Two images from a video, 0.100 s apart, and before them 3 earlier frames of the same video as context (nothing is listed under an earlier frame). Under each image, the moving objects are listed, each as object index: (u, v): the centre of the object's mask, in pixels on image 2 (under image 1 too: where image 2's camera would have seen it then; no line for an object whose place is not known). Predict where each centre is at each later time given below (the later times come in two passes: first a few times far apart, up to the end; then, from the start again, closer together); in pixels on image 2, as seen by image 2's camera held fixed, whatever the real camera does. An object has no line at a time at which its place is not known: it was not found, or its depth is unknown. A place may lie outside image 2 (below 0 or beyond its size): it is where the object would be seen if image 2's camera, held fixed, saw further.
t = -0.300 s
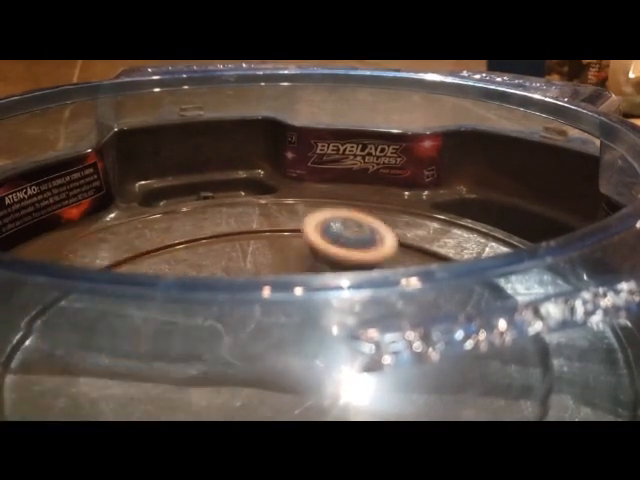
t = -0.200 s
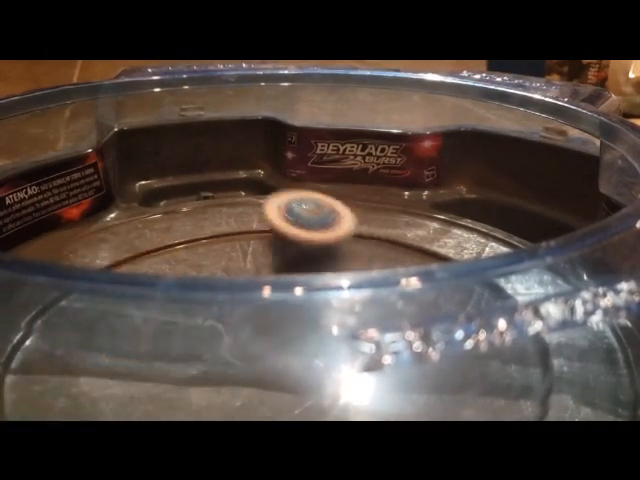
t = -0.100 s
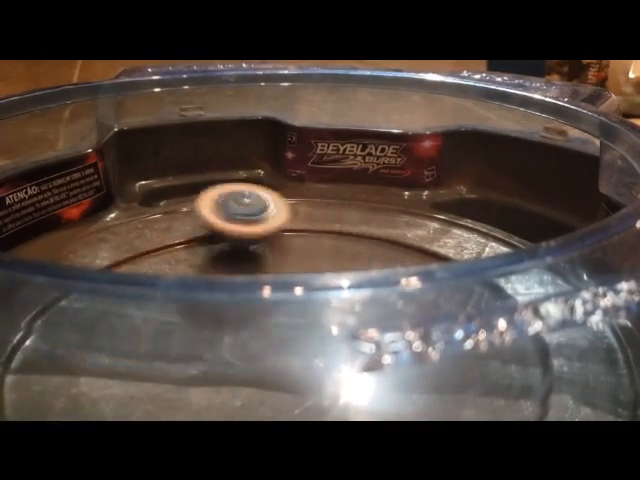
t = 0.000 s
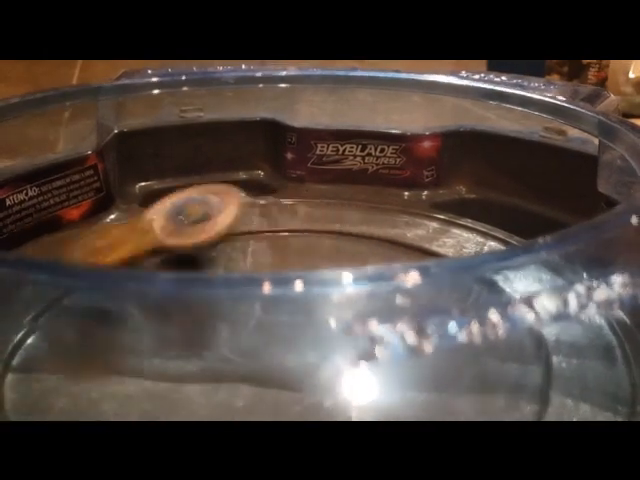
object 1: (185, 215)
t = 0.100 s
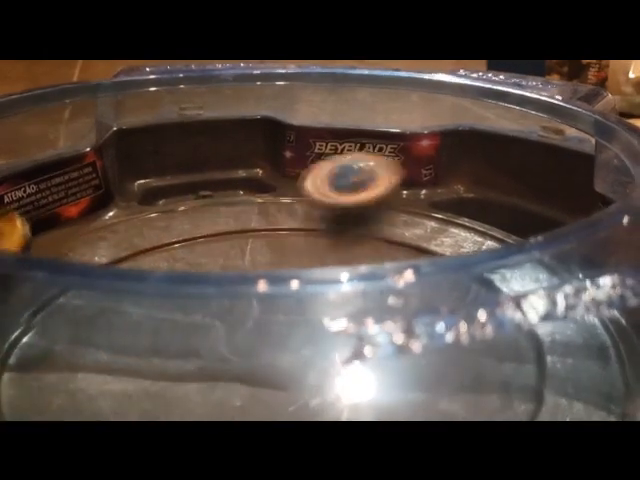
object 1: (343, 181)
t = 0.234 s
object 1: (491, 193)
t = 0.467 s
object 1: (529, 208)
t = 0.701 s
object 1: (502, 193)
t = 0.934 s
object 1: (487, 202)
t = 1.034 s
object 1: (494, 204)
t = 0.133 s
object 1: (382, 173)
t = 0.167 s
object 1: (417, 174)
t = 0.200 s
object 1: (455, 181)
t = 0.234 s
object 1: (491, 193)
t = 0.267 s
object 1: (534, 195)
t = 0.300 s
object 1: (534, 207)
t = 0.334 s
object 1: (532, 203)
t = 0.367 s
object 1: (526, 202)
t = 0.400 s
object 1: (521, 208)
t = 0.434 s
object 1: (527, 206)
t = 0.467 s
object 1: (529, 208)
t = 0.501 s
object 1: (525, 201)
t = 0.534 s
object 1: (520, 204)
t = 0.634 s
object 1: (503, 200)
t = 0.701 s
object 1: (502, 193)
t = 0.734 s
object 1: (500, 201)
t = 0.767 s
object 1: (499, 204)
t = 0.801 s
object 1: (498, 204)
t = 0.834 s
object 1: (498, 205)
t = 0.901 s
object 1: (500, 205)
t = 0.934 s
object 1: (487, 202)
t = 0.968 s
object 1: (496, 201)
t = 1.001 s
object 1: (495, 202)
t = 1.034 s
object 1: (494, 204)
